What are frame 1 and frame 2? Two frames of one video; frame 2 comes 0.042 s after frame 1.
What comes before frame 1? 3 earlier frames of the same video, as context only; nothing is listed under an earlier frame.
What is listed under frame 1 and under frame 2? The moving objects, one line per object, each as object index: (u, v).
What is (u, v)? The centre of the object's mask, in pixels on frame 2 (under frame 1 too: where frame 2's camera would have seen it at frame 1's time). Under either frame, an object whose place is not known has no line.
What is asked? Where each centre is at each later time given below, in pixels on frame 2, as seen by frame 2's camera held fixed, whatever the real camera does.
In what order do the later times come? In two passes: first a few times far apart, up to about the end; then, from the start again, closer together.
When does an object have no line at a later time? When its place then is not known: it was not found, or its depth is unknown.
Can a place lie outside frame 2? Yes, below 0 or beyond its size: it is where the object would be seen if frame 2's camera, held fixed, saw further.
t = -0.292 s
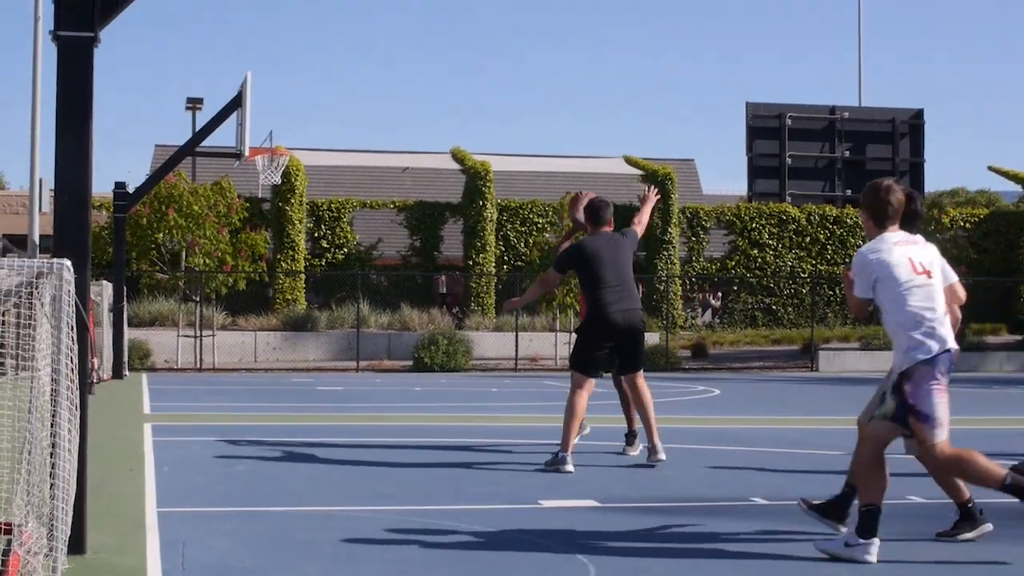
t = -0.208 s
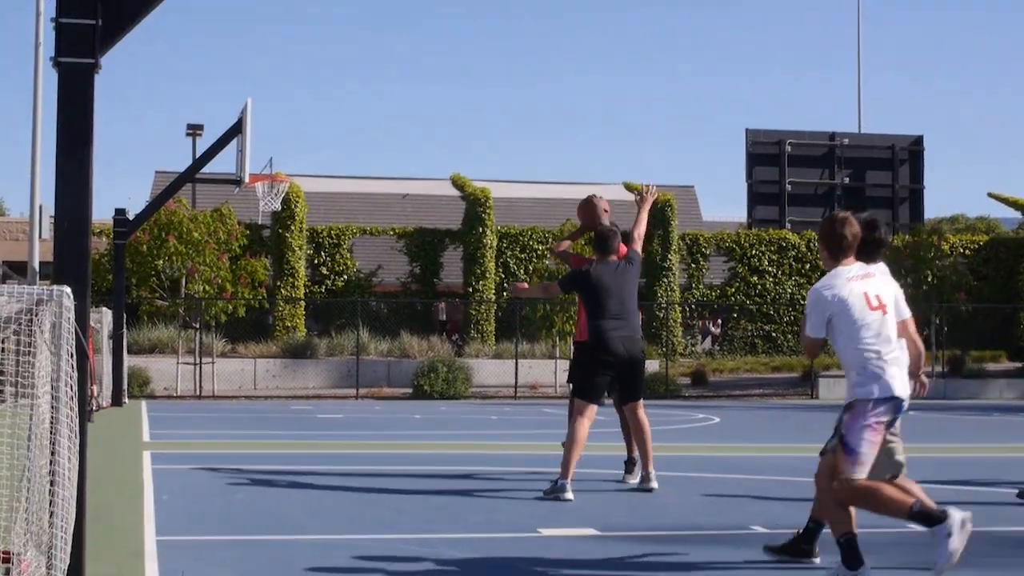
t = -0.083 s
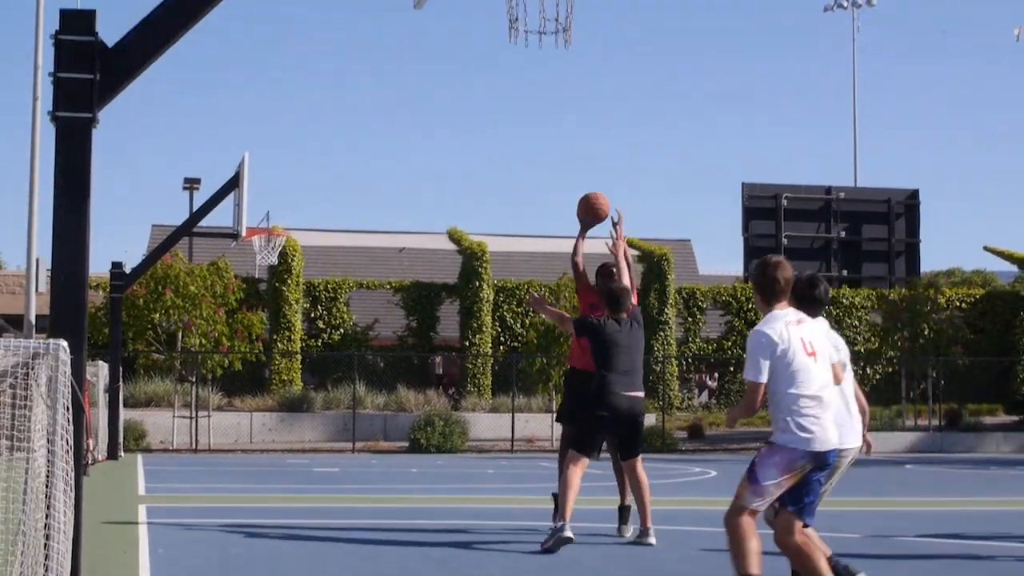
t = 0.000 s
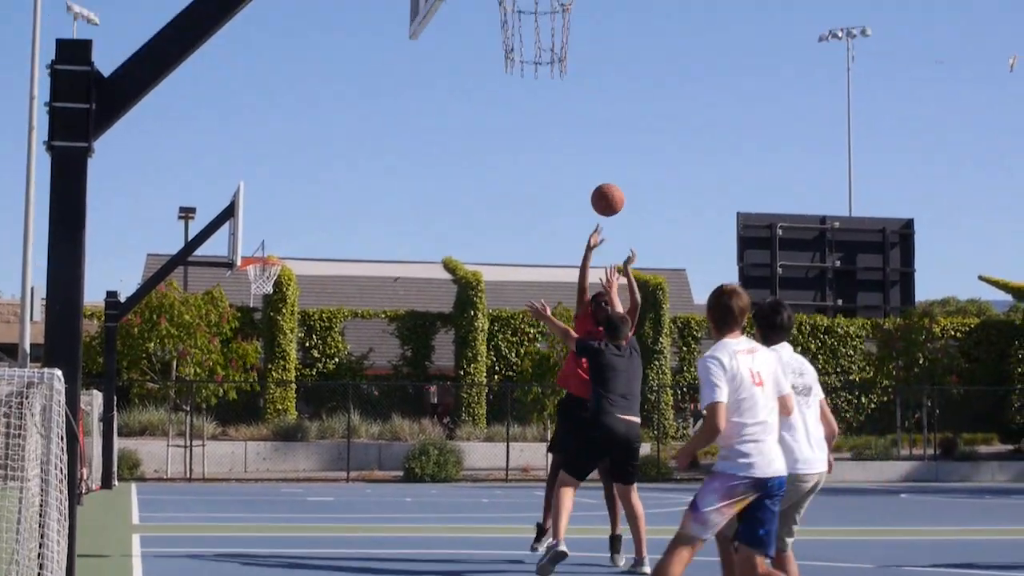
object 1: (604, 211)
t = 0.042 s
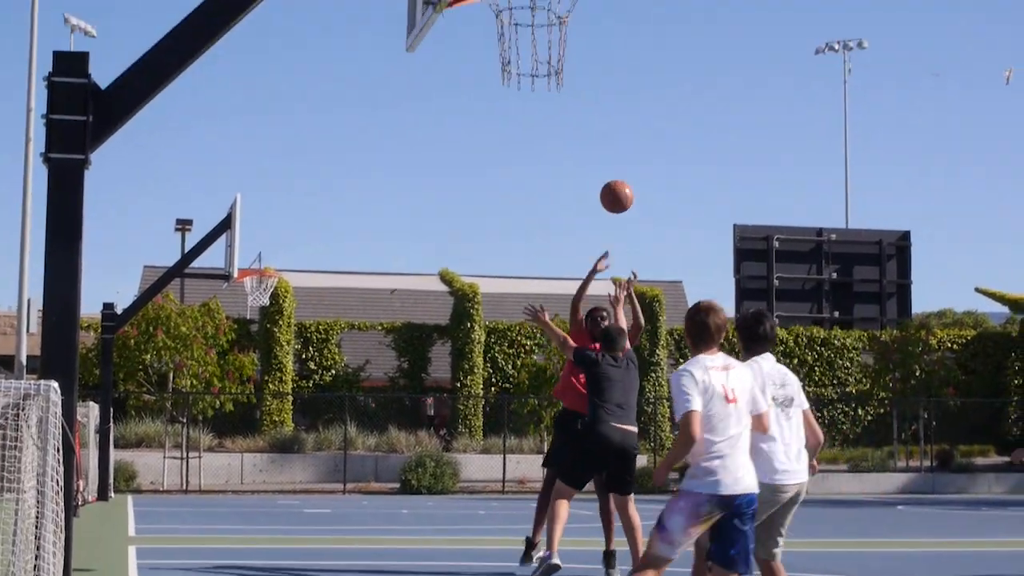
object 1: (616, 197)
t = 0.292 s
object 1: (702, 150)
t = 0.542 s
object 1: (803, 201)
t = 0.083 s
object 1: (630, 183)
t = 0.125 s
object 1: (644, 172)
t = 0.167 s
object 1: (658, 162)
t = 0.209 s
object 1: (672, 156)
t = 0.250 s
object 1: (687, 151)
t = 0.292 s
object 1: (702, 150)
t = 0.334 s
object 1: (717, 151)
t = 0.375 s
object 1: (733, 155)
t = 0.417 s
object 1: (749, 162)
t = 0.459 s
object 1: (767, 172)
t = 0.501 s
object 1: (785, 184)
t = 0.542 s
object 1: (803, 201)
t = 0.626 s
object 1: (842, 244)
